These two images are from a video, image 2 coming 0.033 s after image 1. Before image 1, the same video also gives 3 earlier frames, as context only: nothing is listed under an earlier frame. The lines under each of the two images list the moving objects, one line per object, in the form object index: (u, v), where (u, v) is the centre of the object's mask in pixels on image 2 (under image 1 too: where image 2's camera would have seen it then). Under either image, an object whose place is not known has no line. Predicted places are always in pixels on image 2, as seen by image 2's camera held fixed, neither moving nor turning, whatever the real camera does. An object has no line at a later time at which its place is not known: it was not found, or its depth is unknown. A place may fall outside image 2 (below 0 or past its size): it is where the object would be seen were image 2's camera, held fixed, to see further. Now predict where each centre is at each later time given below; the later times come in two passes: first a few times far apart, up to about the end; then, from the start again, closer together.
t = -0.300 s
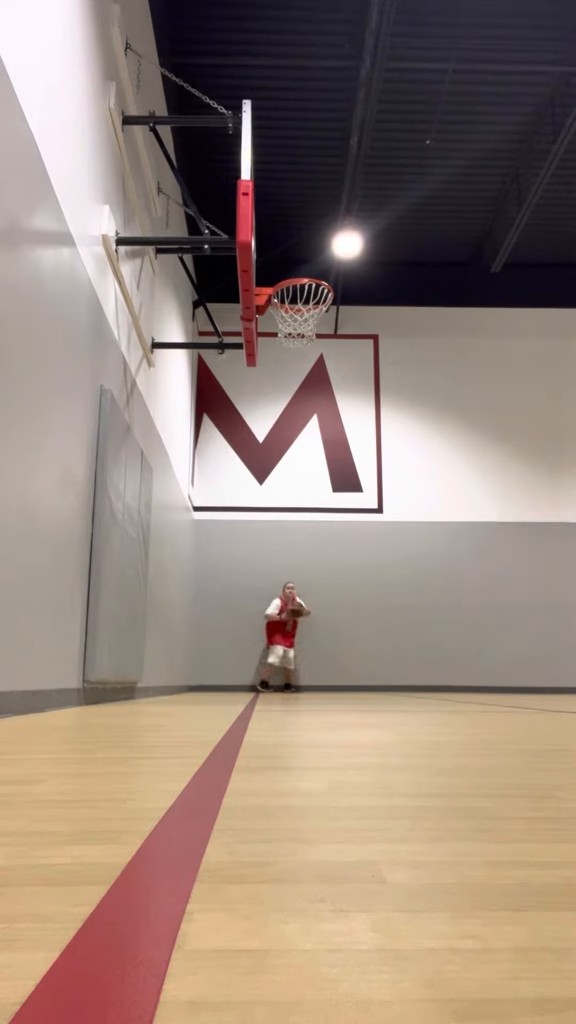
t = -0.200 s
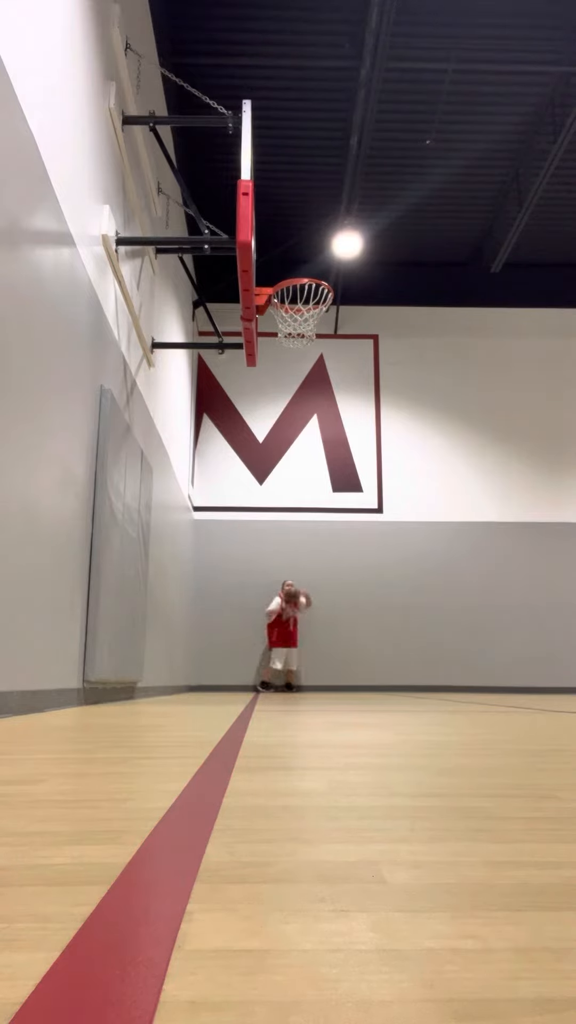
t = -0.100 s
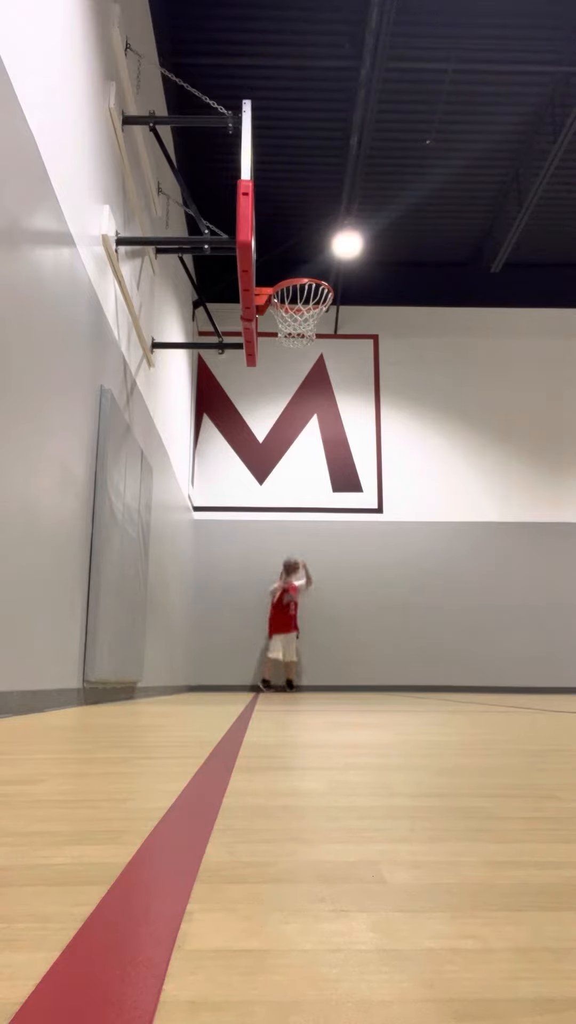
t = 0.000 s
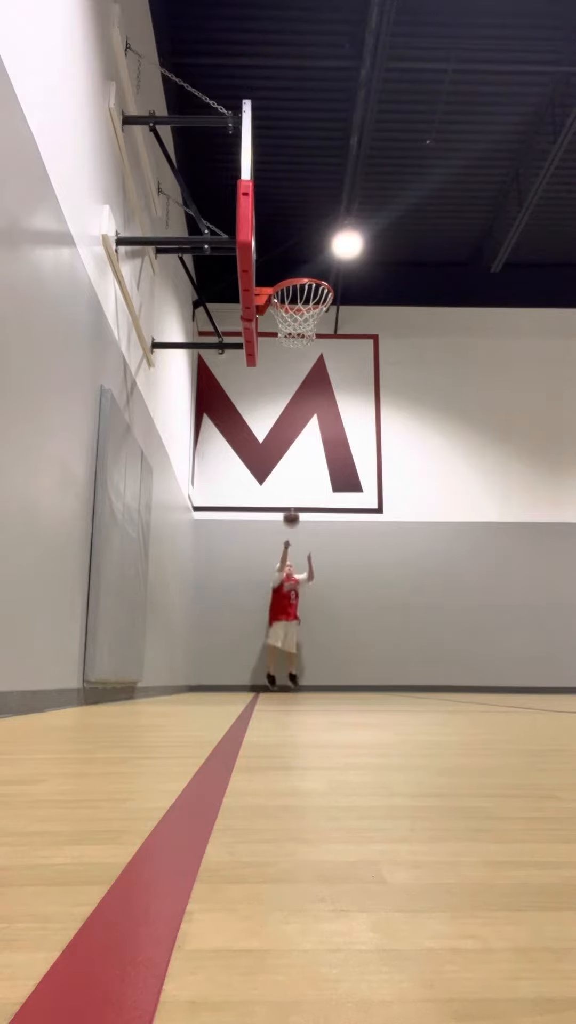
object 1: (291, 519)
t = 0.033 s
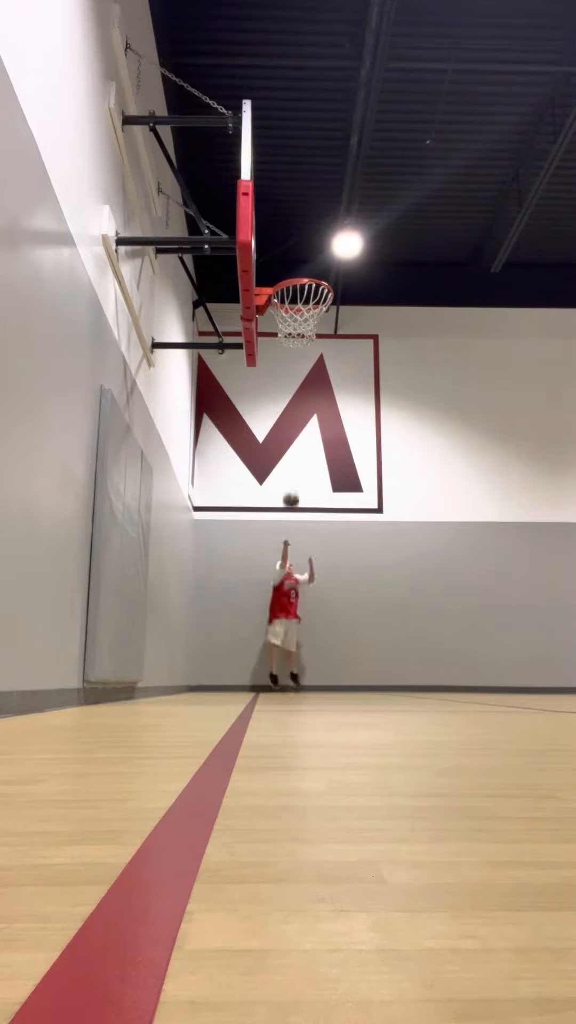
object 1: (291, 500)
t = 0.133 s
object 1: (290, 451)
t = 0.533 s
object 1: (293, 302)
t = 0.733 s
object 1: (284, 272)
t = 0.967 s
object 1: (279, 272)
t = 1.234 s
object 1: (315, 222)
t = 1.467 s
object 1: (370, 185)
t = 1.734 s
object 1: (452, 232)
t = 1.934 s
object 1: (539, 363)
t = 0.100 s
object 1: (290, 468)
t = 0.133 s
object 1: (290, 451)
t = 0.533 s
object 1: (293, 302)
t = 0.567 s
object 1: (290, 297)
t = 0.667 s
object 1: (284, 278)
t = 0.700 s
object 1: (283, 275)
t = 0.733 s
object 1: (284, 272)
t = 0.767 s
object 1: (283, 270)
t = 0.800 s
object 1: (283, 269)
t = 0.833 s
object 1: (282, 268)
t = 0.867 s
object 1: (282, 268)
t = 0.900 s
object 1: (281, 269)
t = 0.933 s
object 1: (280, 271)
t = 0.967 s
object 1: (279, 272)
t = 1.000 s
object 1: (278, 275)
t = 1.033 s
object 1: (277, 278)
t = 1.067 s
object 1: (280, 275)
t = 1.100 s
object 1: (287, 266)
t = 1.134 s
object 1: (294, 255)
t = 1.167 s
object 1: (301, 243)
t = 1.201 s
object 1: (308, 233)
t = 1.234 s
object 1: (315, 222)
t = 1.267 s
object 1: (322, 213)
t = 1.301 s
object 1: (328, 206)
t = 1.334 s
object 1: (337, 199)
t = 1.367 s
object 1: (344, 194)
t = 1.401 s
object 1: (353, 189)
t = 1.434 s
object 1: (361, 186)
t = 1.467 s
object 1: (370, 185)
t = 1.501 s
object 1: (378, 185)
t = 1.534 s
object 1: (388, 186)
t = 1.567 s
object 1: (398, 189)
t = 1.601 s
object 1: (408, 194)
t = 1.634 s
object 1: (418, 200)
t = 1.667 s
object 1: (429, 208)
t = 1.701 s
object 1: (440, 219)
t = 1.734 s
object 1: (452, 232)
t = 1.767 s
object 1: (465, 247)
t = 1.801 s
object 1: (478, 264)
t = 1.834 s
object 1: (493, 283)
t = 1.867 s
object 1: (506, 305)
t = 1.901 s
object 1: (521, 331)
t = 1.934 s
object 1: (539, 363)
